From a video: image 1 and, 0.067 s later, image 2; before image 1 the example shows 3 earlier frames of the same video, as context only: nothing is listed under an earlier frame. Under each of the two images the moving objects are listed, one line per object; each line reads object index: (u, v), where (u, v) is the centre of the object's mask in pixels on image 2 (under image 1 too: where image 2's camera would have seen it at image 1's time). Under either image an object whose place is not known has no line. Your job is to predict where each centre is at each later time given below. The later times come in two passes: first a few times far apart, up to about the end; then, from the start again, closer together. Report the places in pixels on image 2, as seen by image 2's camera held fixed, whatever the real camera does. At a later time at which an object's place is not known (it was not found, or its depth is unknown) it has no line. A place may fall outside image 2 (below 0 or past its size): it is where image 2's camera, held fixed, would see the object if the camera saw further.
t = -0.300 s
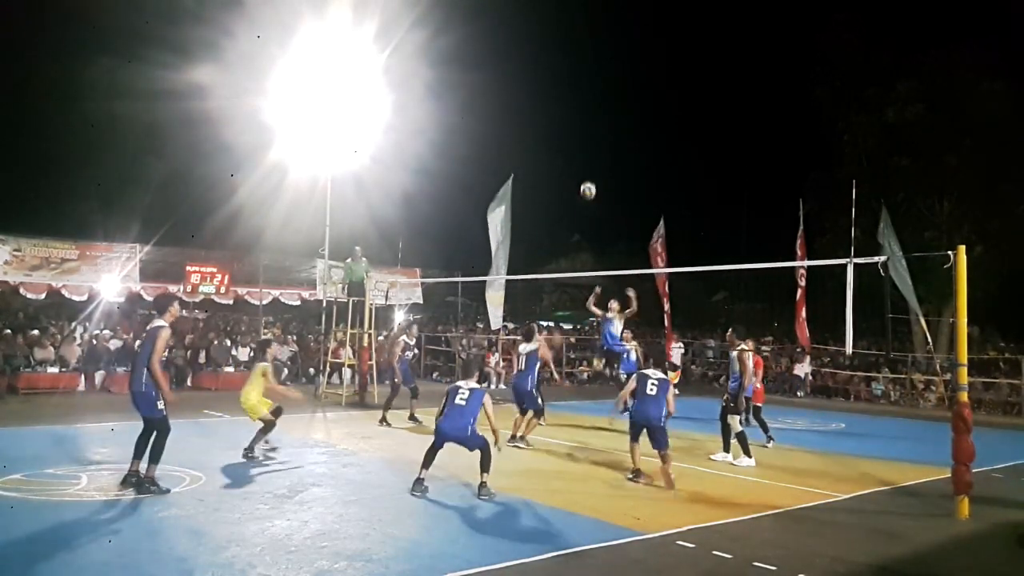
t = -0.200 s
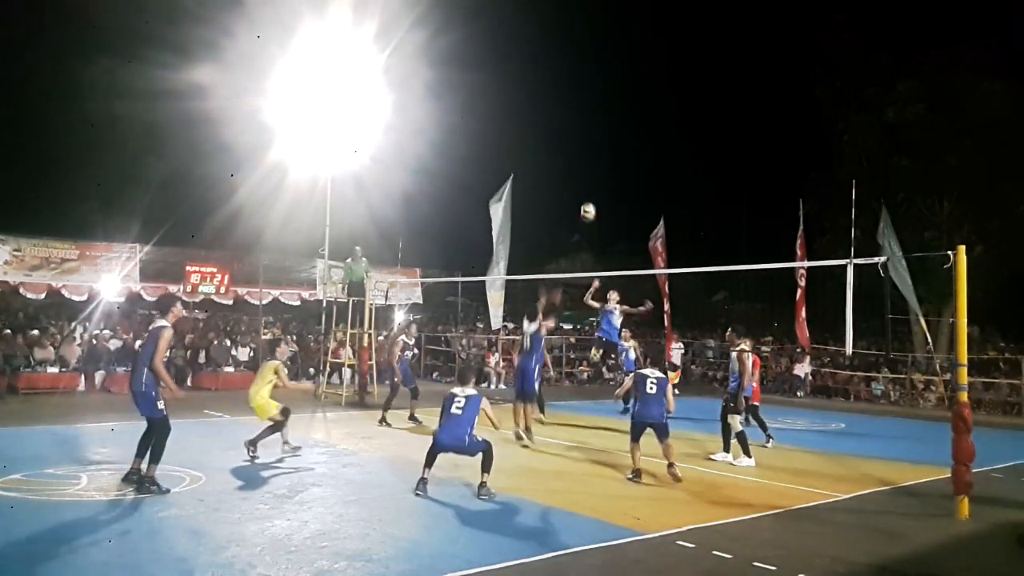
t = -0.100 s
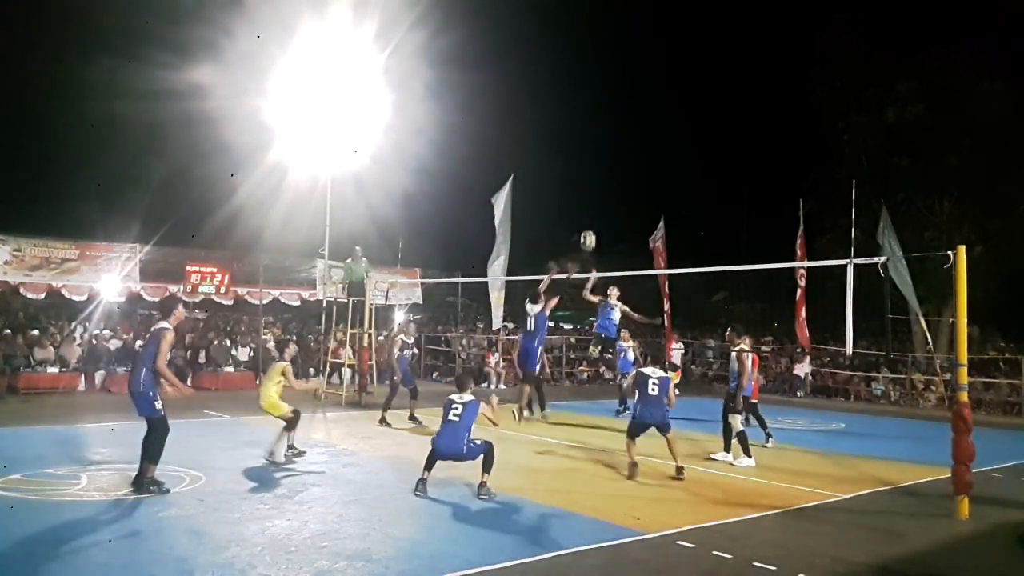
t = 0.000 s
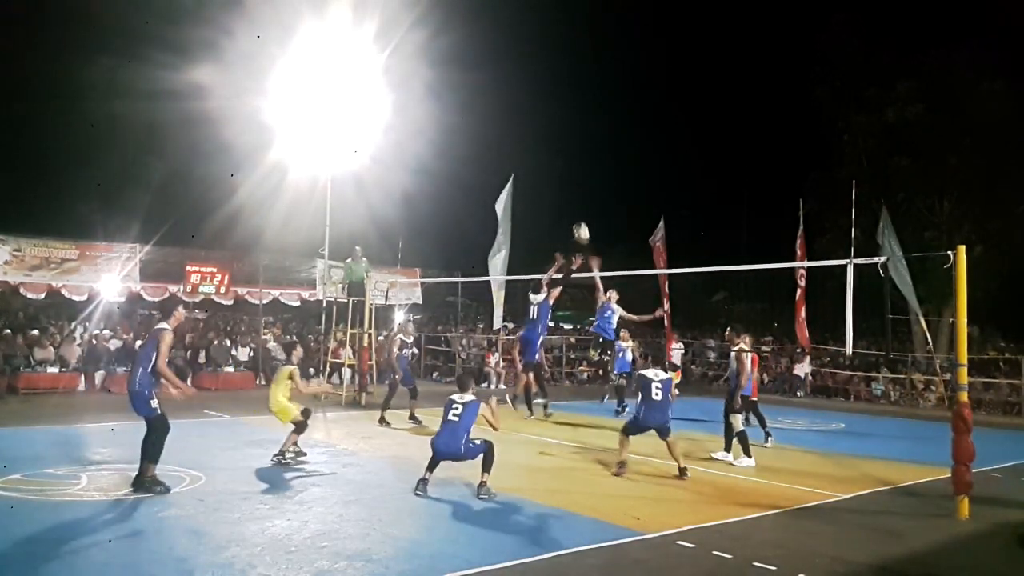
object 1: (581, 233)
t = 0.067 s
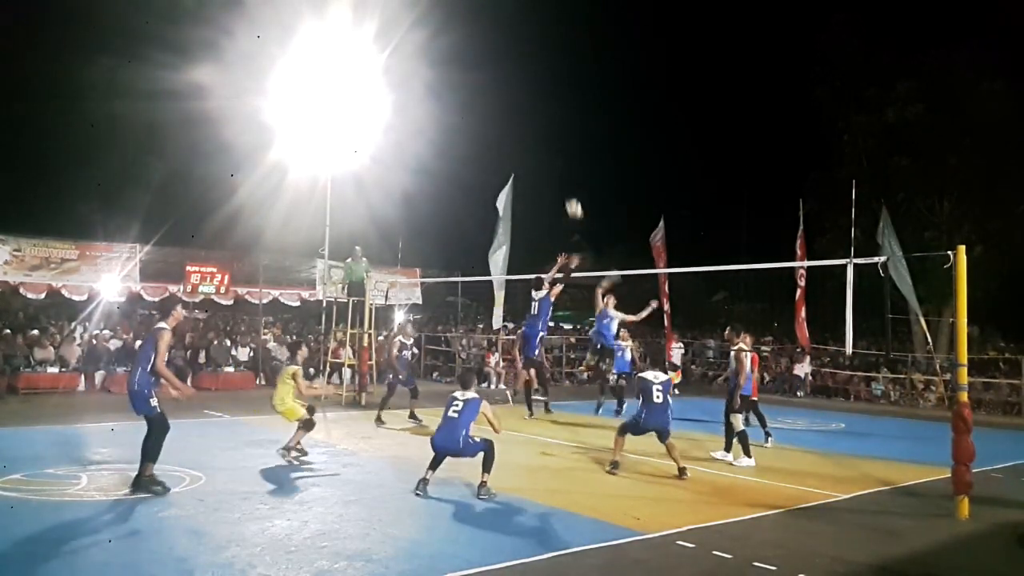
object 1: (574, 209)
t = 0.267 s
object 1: (550, 146)
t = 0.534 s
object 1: (511, 95)
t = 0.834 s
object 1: (452, 101)
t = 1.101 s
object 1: (380, 191)
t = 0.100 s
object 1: (570, 197)
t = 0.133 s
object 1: (566, 187)
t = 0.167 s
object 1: (562, 176)
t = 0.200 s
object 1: (558, 165)
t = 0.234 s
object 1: (554, 155)
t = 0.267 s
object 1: (550, 146)
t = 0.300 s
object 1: (545, 137)
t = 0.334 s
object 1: (541, 129)
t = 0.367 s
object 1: (536, 122)
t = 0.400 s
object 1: (532, 115)
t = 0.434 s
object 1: (527, 109)
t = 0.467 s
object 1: (522, 103)
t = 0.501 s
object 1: (517, 99)
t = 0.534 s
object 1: (511, 95)
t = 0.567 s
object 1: (505, 92)
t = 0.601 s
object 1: (499, 90)
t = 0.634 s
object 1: (494, 88)
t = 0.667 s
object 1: (487, 88)
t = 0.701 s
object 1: (481, 88)
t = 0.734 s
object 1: (474, 90)
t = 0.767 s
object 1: (467, 93)
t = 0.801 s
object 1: (461, 96)
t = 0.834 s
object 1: (452, 101)
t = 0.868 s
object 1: (446, 106)
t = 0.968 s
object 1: (419, 133)
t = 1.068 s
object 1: (389, 174)
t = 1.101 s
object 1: (380, 191)
